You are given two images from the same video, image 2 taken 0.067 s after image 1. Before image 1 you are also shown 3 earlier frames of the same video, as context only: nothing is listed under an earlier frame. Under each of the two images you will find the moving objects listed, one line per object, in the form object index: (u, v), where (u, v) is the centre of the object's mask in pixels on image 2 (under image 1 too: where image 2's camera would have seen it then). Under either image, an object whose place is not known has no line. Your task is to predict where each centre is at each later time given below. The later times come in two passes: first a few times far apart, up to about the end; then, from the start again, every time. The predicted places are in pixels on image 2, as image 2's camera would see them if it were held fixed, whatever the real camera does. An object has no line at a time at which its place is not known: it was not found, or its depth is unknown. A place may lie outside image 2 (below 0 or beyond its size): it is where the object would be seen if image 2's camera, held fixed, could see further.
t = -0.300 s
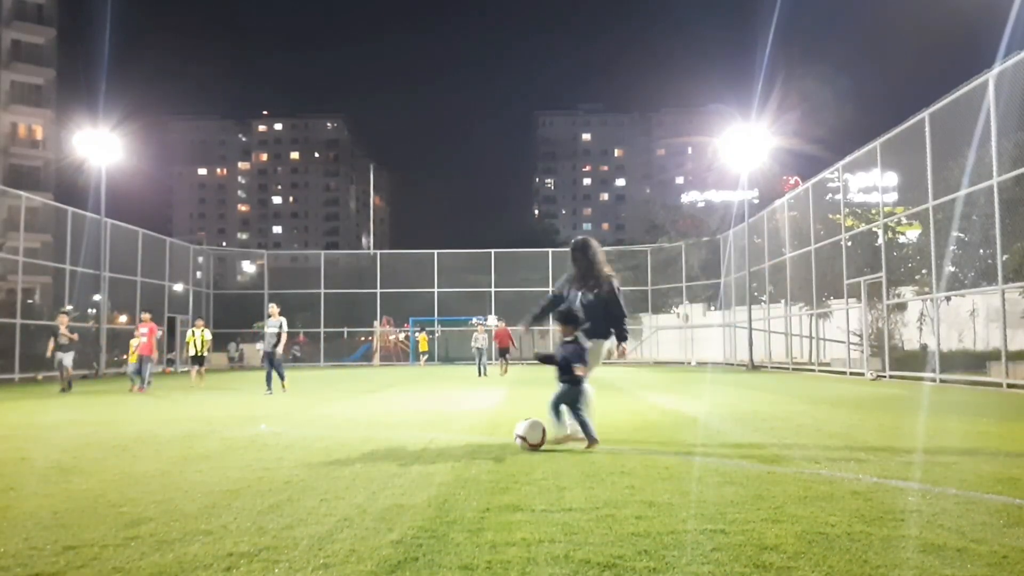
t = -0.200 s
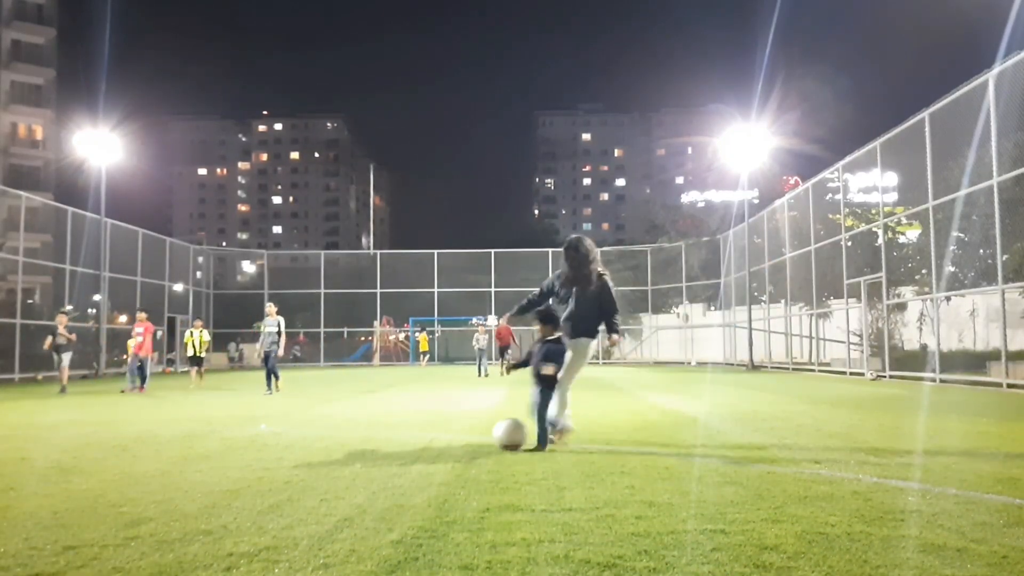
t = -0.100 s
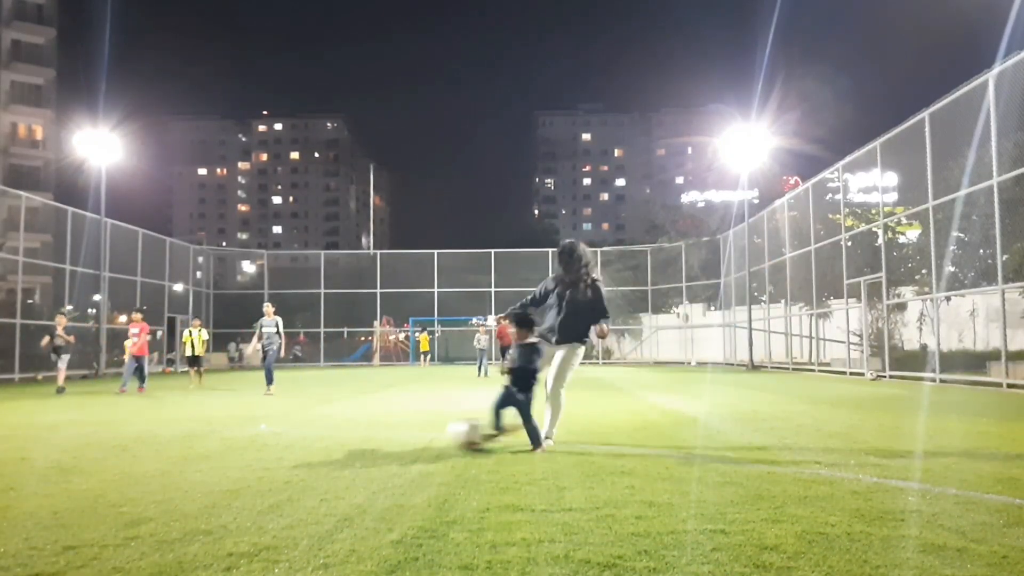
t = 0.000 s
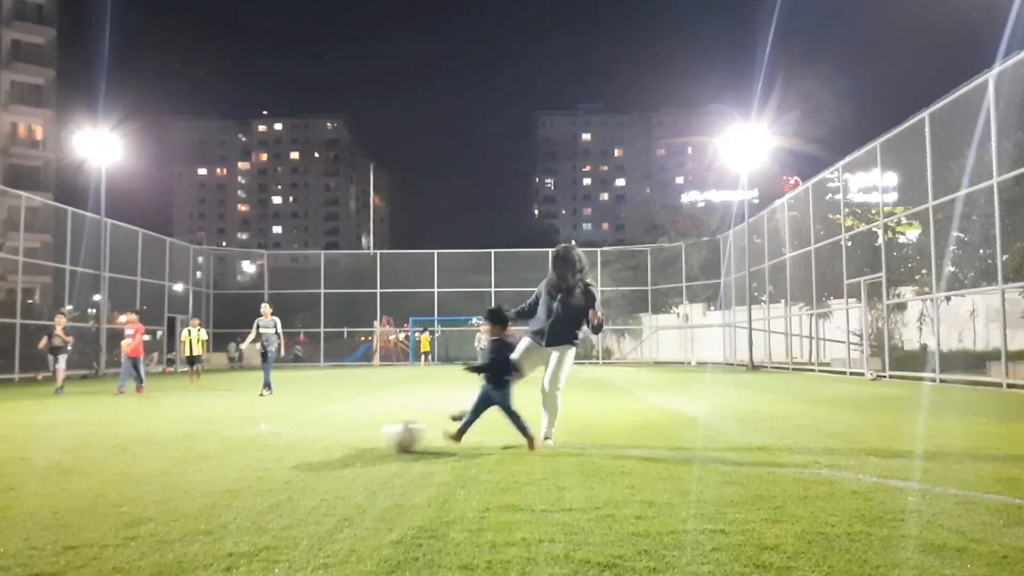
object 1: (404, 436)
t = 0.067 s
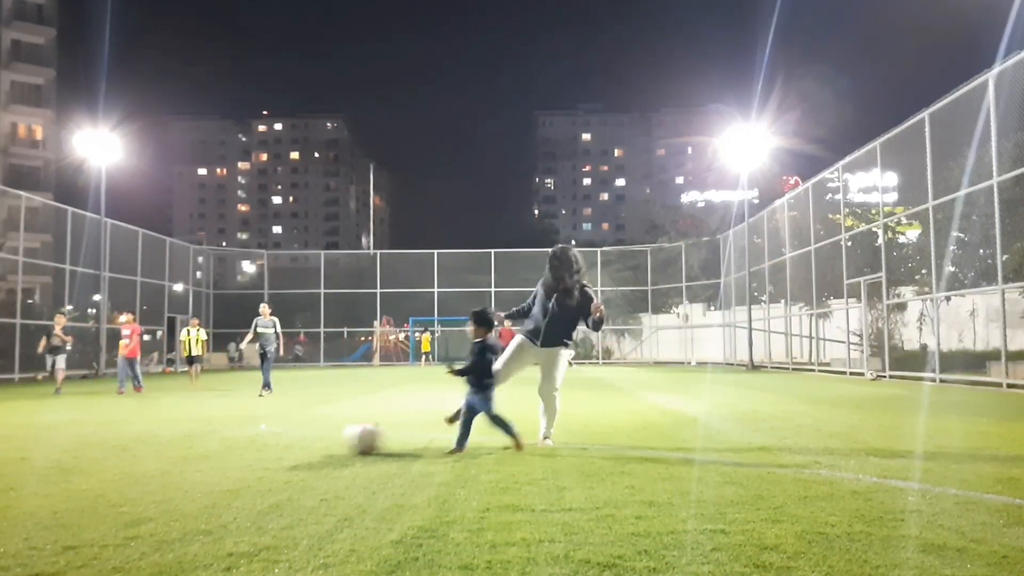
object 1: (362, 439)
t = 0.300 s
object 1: (249, 442)
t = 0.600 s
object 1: (109, 446)
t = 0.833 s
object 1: (10, 450)
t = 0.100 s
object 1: (348, 437)
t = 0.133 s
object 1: (330, 437)
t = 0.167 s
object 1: (312, 439)
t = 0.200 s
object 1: (296, 439)
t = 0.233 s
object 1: (280, 439)
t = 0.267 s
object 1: (265, 440)
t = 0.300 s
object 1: (249, 442)
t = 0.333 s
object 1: (235, 442)
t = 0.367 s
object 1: (219, 443)
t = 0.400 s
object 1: (203, 444)
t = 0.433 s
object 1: (188, 444)
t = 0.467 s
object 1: (172, 445)
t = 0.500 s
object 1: (156, 446)
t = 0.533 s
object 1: (139, 446)
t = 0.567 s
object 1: (124, 447)
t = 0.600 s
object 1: (109, 446)
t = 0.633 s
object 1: (93, 448)
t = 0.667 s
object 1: (77, 449)
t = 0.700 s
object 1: (61, 449)
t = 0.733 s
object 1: (45, 450)
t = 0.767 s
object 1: (28, 451)
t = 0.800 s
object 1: (17, 452)
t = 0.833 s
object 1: (10, 450)
